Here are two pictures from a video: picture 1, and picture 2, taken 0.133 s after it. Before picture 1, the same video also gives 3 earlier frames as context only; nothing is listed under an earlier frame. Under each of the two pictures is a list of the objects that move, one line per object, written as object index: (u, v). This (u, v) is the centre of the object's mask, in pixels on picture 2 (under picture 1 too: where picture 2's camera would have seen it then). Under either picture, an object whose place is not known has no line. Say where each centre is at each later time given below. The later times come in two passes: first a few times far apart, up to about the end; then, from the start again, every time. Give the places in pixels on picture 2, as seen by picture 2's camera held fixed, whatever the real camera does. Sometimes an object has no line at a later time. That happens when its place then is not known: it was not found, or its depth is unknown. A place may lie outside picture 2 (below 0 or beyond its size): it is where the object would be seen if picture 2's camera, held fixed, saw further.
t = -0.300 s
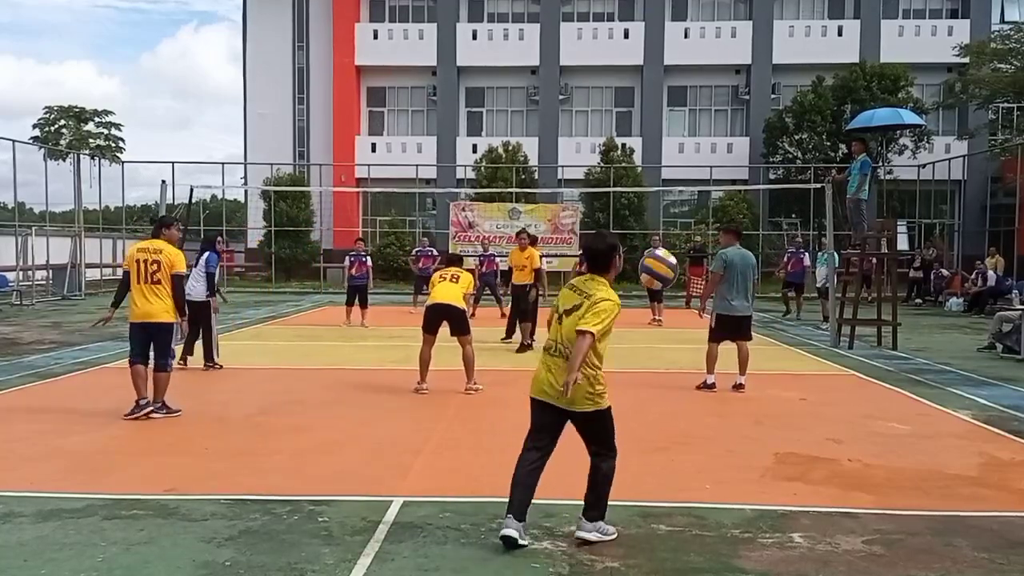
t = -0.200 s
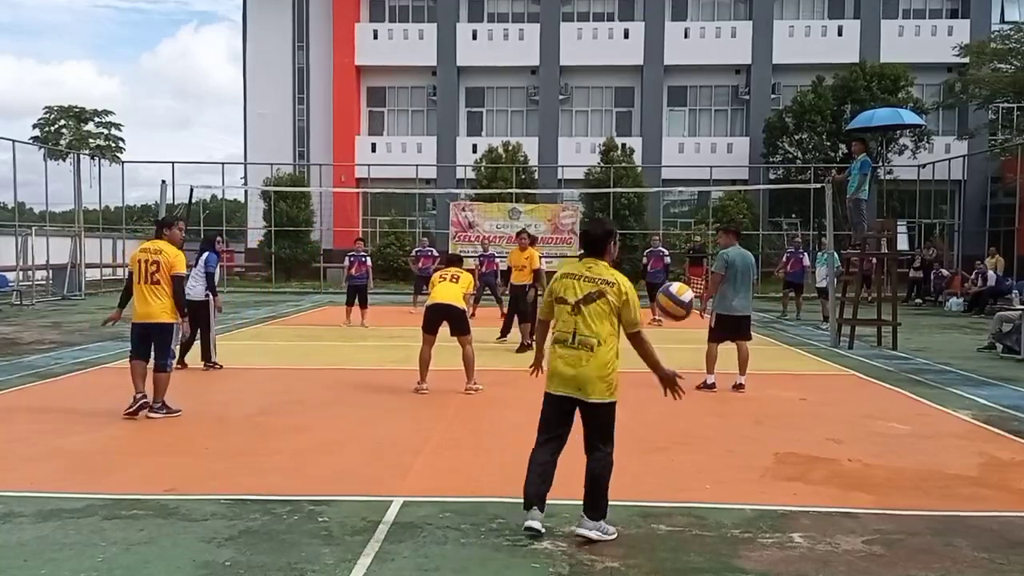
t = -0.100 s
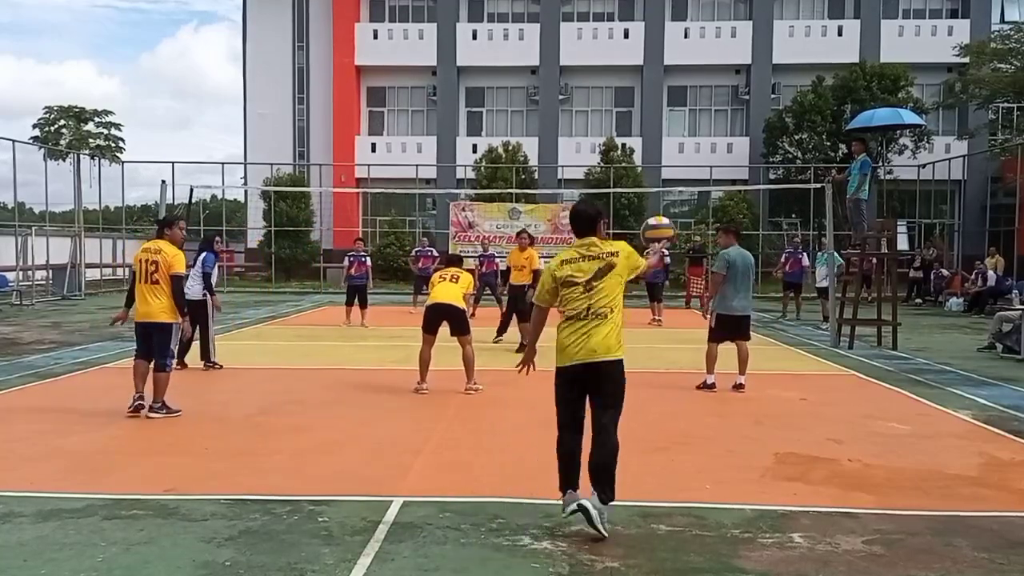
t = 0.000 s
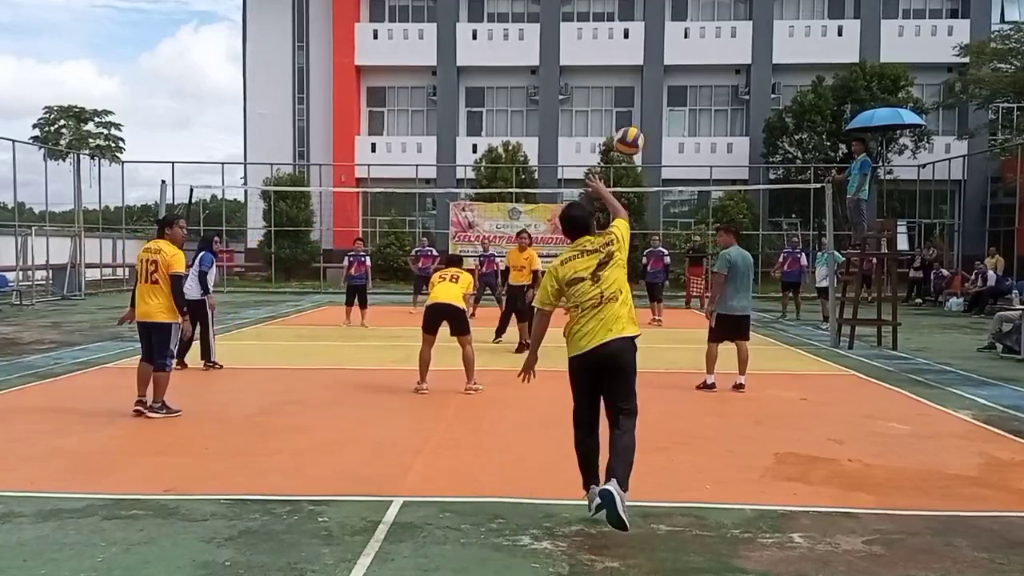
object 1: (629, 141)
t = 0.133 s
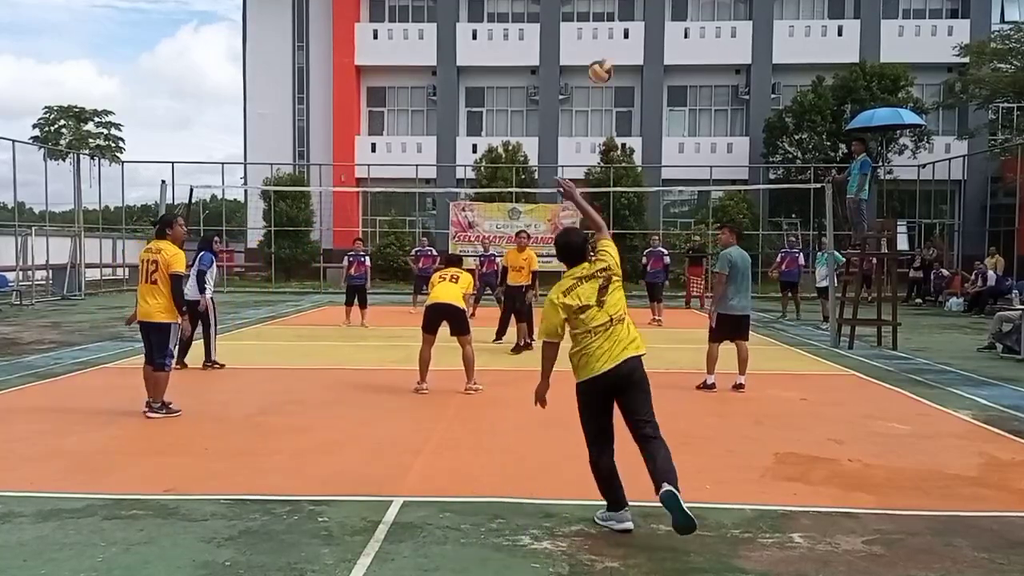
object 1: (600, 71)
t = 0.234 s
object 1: (583, 43)
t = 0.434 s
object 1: (559, 29)
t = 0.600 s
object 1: (545, 44)
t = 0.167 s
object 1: (595, 60)
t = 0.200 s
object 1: (589, 50)
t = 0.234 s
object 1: (583, 43)
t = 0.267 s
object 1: (579, 37)
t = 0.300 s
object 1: (574, 34)
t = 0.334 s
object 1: (570, 31)
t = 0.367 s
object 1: (566, 30)
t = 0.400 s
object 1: (562, 29)
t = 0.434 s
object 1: (559, 29)
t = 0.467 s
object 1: (556, 31)
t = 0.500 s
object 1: (553, 32)
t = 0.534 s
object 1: (550, 35)
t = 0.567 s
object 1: (548, 40)
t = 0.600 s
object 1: (545, 44)
